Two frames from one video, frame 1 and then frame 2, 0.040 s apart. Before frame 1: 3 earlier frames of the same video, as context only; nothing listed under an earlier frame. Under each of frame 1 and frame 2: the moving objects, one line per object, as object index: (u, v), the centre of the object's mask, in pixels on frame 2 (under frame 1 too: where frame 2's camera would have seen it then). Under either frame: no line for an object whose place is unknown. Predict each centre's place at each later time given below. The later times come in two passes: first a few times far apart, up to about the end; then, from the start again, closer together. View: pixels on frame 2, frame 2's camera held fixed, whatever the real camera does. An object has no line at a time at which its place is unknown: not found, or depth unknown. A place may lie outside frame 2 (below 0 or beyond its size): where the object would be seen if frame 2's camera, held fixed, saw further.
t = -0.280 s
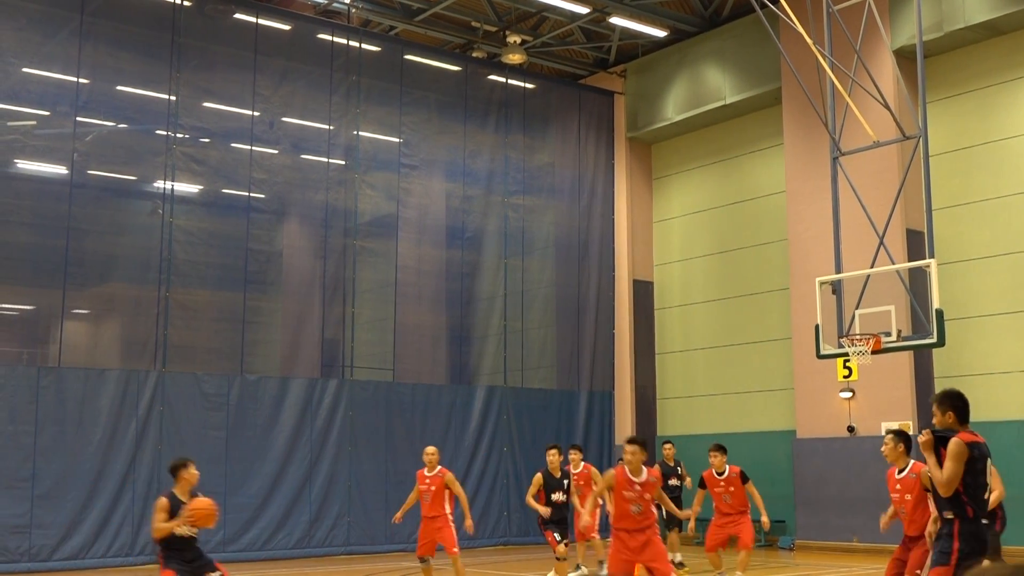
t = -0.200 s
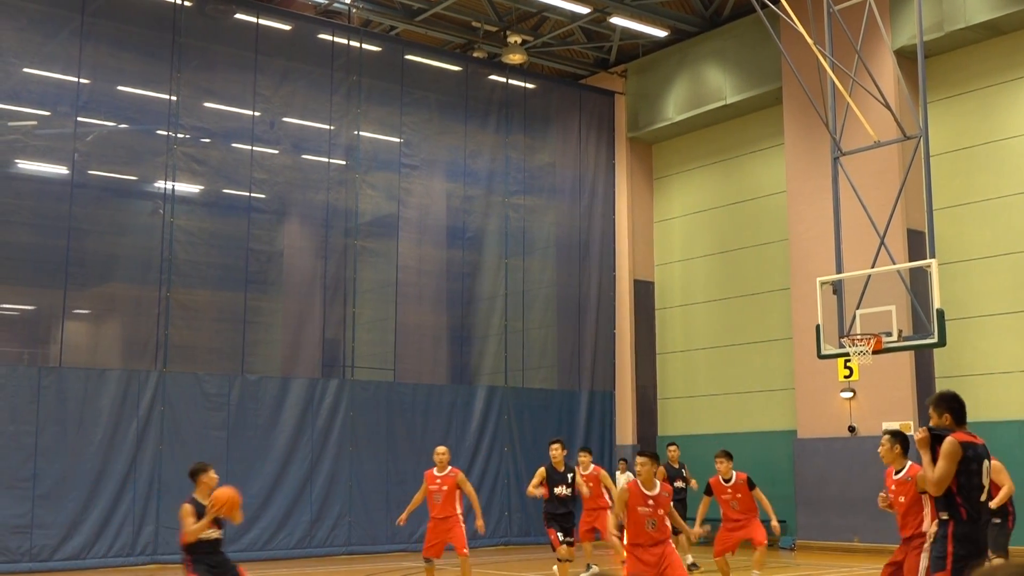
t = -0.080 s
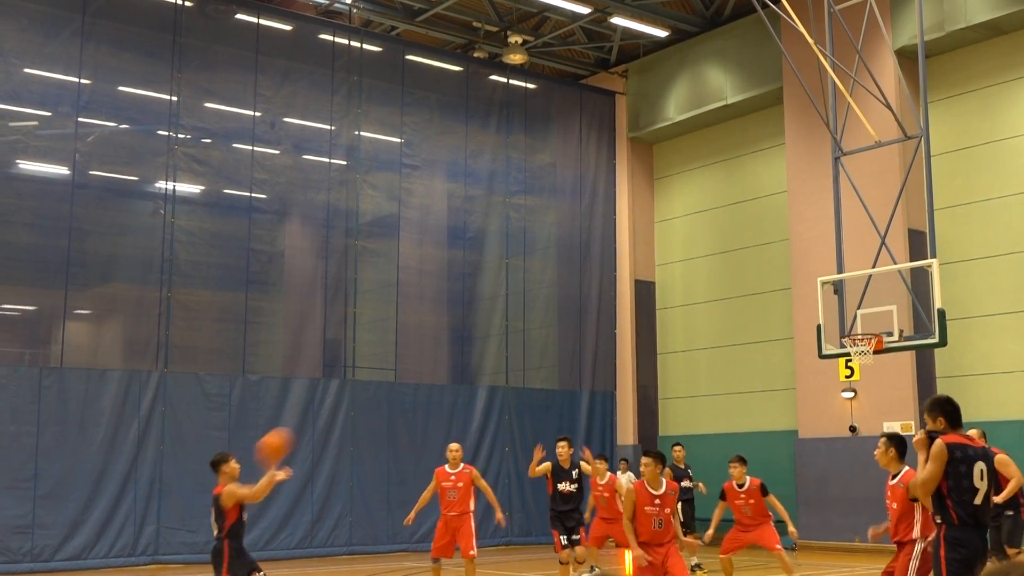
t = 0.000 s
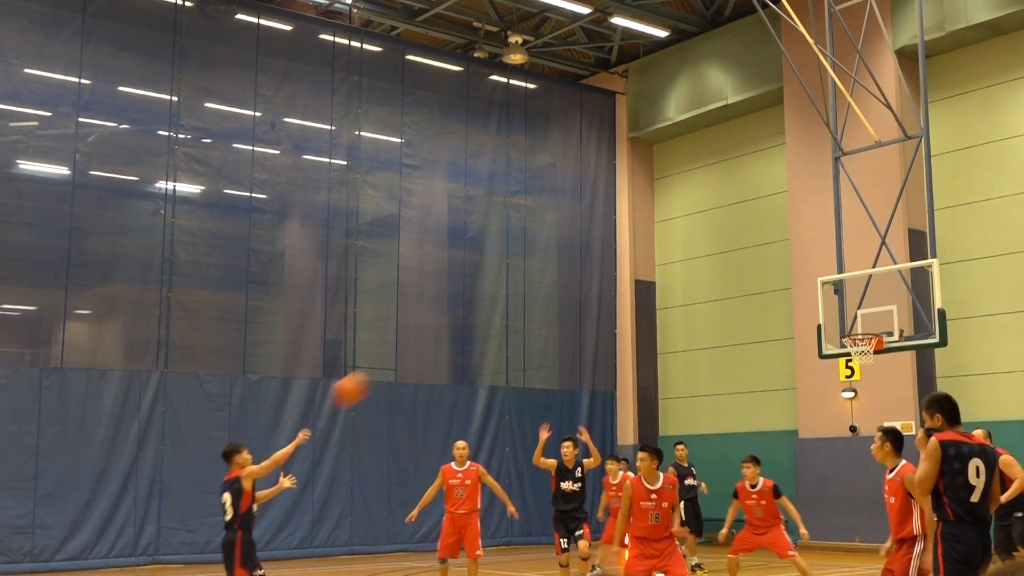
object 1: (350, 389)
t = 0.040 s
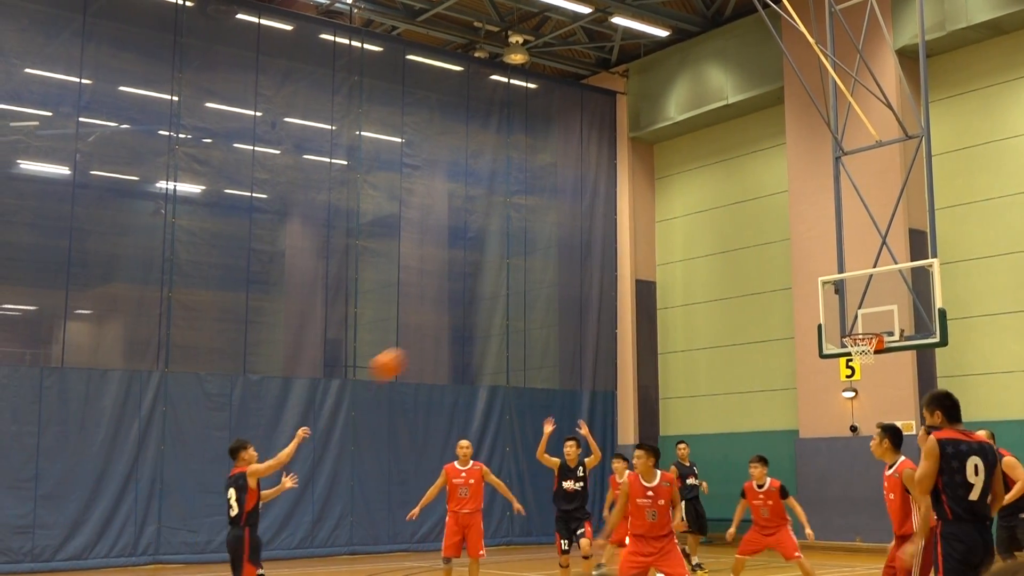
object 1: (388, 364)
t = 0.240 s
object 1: (555, 279)
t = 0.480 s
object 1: (728, 240)
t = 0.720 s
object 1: (880, 255)
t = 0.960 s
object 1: (1018, 317)
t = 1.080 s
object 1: (1082, 363)
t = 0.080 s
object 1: (424, 343)
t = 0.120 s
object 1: (458, 323)
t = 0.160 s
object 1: (491, 306)
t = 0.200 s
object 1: (524, 292)
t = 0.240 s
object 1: (555, 279)
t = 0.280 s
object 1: (587, 268)
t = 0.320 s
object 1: (614, 259)
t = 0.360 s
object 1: (645, 251)
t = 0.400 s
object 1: (673, 246)
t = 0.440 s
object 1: (701, 242)
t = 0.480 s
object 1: (728, 240)
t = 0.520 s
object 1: (754, 239)
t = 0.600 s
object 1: (805, 241)
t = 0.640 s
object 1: (831, 244)
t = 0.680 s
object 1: (855, 249)
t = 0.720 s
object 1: (880, 255)
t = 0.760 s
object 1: (904, 262)
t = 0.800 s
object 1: (927, 272)
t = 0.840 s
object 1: (951, 280)
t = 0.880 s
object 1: (972, 291)
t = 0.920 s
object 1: (996, 304)
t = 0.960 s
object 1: (1018, 317)
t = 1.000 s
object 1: (1039, 331)
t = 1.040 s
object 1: (1061, 346)
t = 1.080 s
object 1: (1082, 363)
